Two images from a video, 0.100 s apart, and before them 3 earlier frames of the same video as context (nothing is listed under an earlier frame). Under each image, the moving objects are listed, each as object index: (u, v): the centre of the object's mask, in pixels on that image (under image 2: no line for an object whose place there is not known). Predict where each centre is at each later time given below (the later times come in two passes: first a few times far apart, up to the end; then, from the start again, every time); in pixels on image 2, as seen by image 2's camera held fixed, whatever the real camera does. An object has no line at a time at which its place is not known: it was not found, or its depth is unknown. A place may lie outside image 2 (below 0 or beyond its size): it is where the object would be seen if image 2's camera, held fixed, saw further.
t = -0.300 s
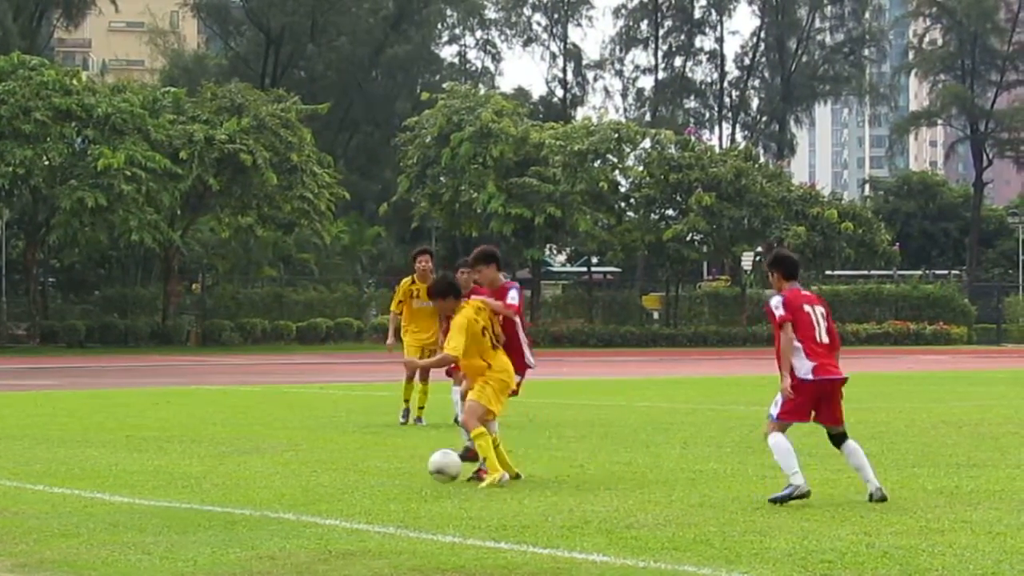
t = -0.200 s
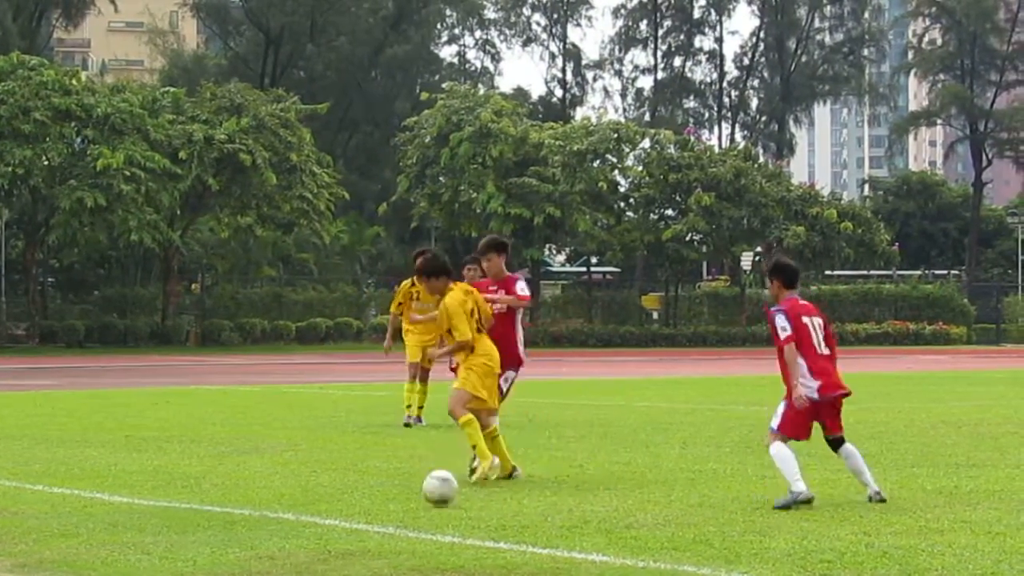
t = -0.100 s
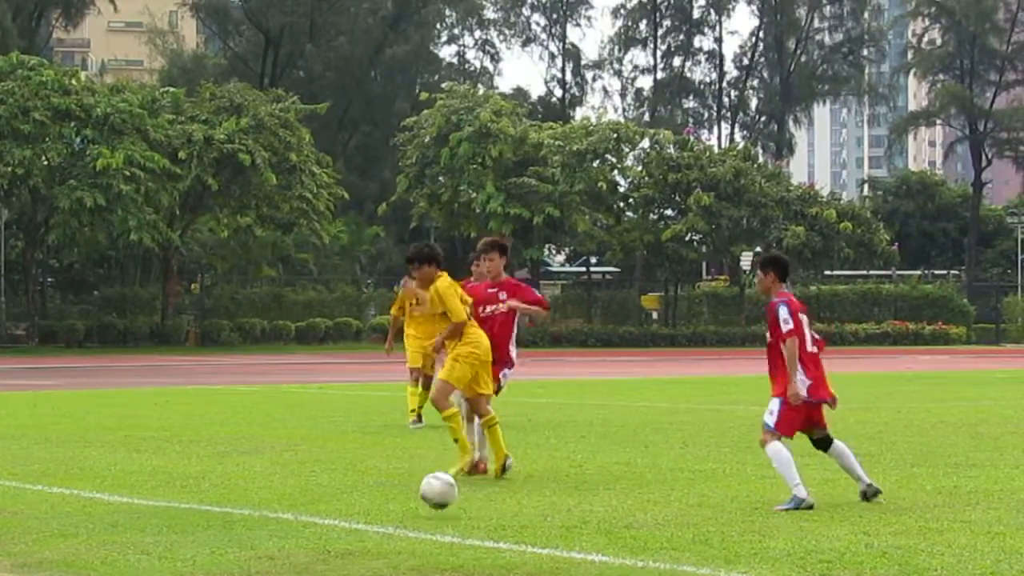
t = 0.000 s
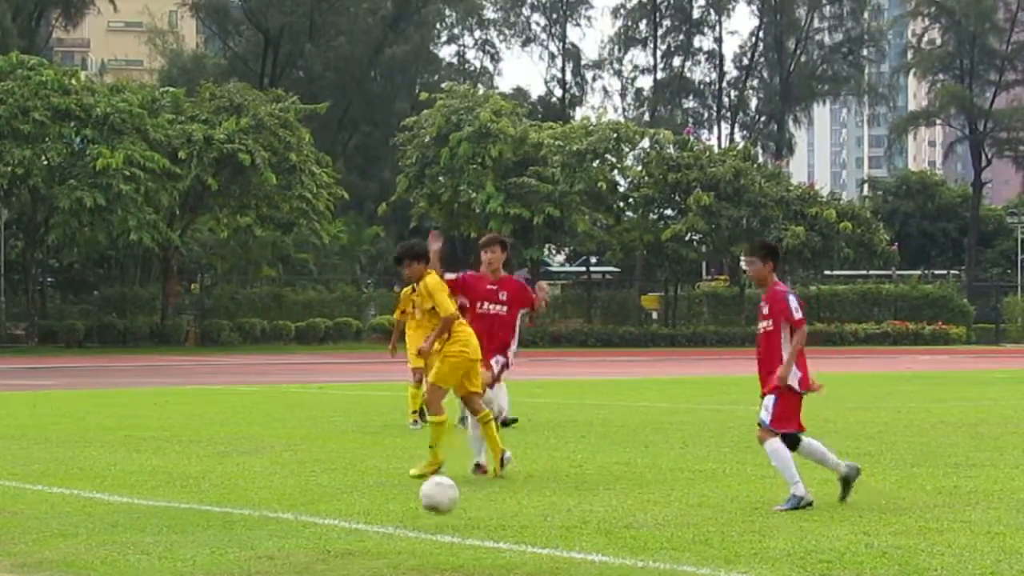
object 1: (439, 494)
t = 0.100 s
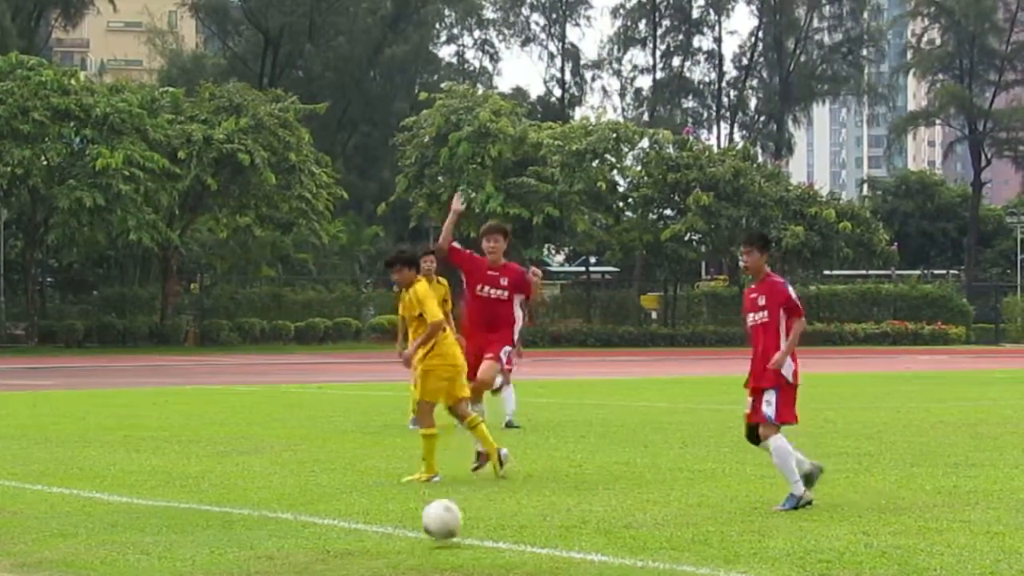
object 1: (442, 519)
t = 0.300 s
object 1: (454, 542)
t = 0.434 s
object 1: (466, 566)
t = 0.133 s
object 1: (444, 532)
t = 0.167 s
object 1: (446, 534)
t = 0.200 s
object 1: (447, 534)
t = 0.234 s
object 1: (449, 534)
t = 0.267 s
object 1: (451, 537)
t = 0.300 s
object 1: (454, 542)
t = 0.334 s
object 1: (456, 551)
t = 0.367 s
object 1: (459, 558)
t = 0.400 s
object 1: (463, 564)
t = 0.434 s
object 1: (466, 566)
